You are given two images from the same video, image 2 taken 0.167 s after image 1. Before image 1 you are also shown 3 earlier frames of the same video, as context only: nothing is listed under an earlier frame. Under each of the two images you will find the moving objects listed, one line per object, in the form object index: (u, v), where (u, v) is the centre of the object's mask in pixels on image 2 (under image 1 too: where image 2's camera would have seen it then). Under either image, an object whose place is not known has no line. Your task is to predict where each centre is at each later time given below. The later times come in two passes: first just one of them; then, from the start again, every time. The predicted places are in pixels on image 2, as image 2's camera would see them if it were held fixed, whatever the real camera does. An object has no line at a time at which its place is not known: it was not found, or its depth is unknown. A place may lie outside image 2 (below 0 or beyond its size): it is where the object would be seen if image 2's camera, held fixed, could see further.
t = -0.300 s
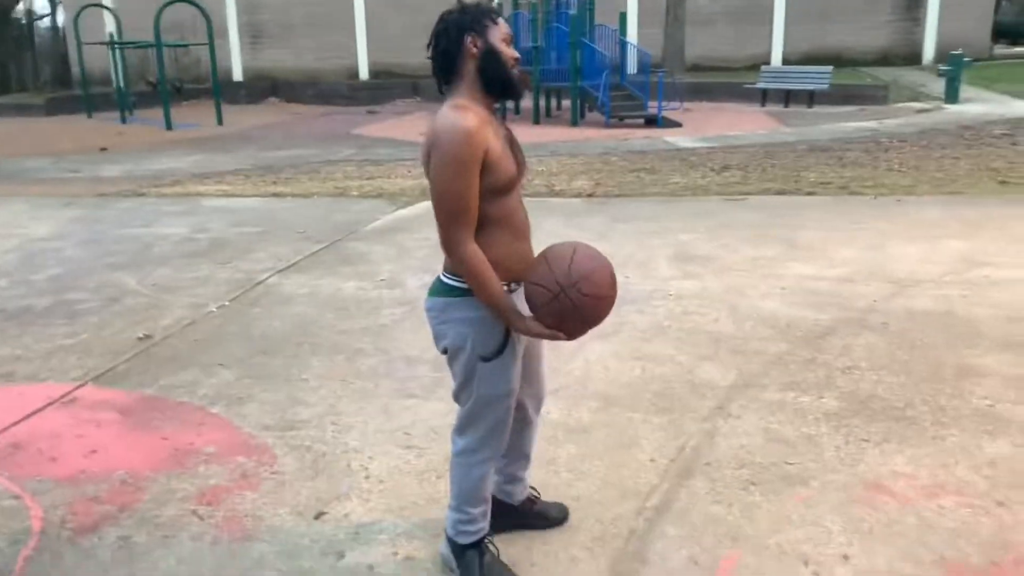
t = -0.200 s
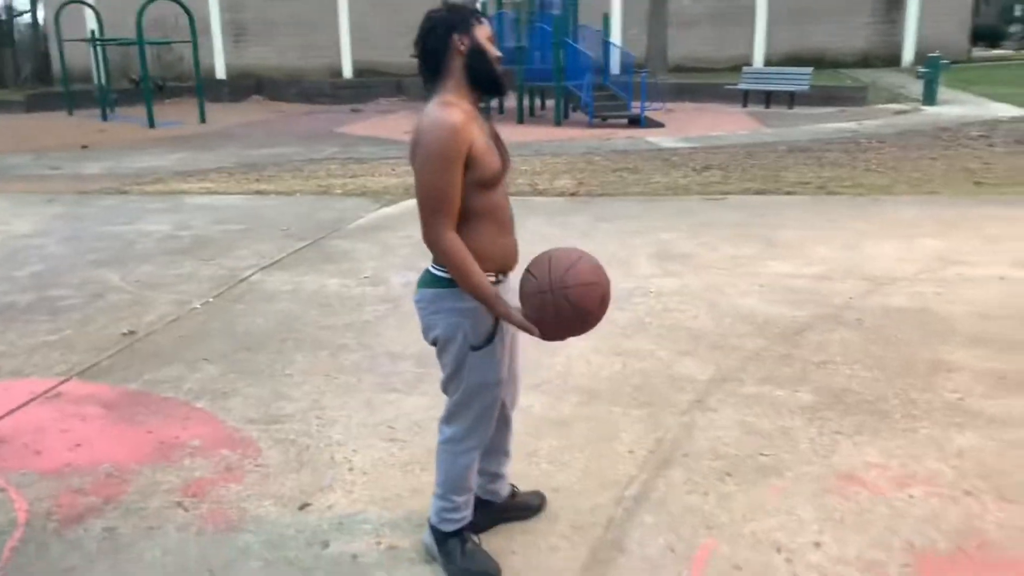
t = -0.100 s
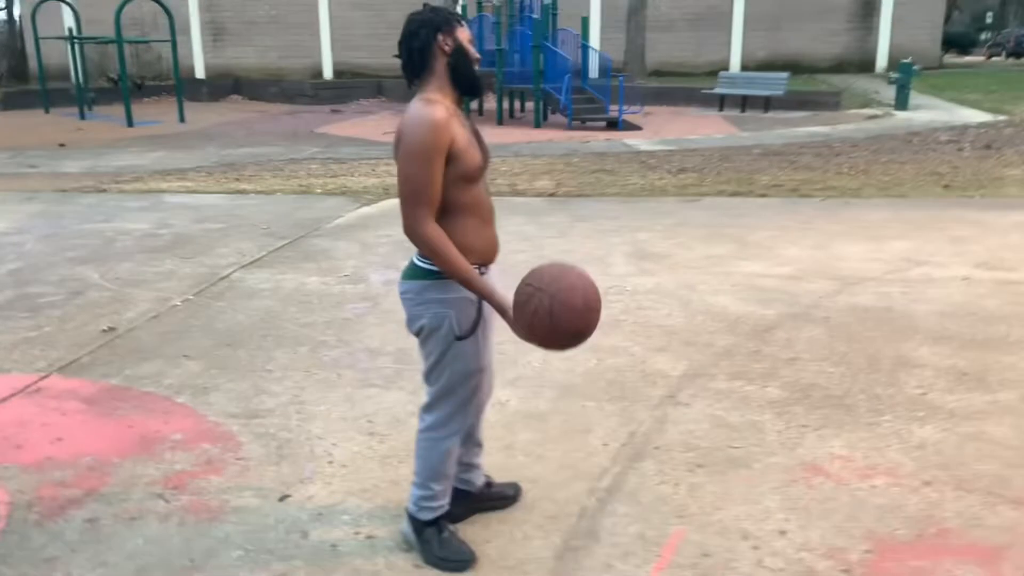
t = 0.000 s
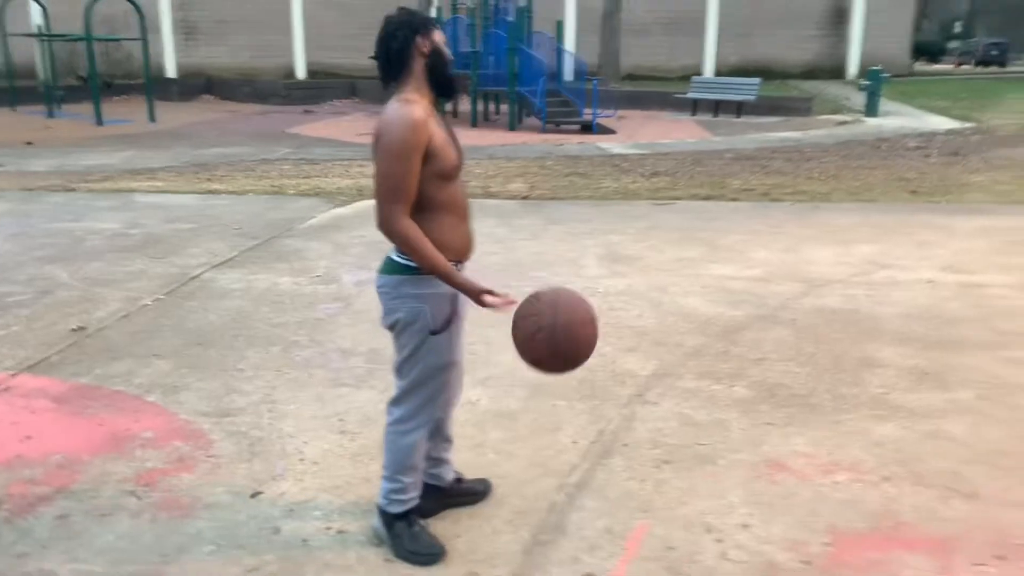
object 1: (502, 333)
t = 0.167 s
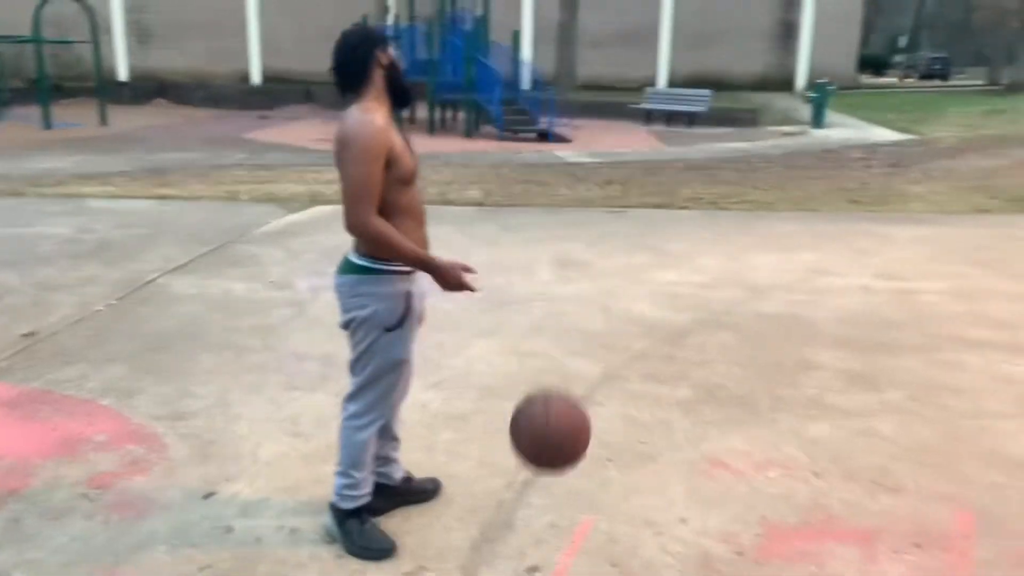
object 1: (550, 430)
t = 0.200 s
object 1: (560, 459)
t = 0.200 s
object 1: (560, 459)
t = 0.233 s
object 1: (568, 491)
